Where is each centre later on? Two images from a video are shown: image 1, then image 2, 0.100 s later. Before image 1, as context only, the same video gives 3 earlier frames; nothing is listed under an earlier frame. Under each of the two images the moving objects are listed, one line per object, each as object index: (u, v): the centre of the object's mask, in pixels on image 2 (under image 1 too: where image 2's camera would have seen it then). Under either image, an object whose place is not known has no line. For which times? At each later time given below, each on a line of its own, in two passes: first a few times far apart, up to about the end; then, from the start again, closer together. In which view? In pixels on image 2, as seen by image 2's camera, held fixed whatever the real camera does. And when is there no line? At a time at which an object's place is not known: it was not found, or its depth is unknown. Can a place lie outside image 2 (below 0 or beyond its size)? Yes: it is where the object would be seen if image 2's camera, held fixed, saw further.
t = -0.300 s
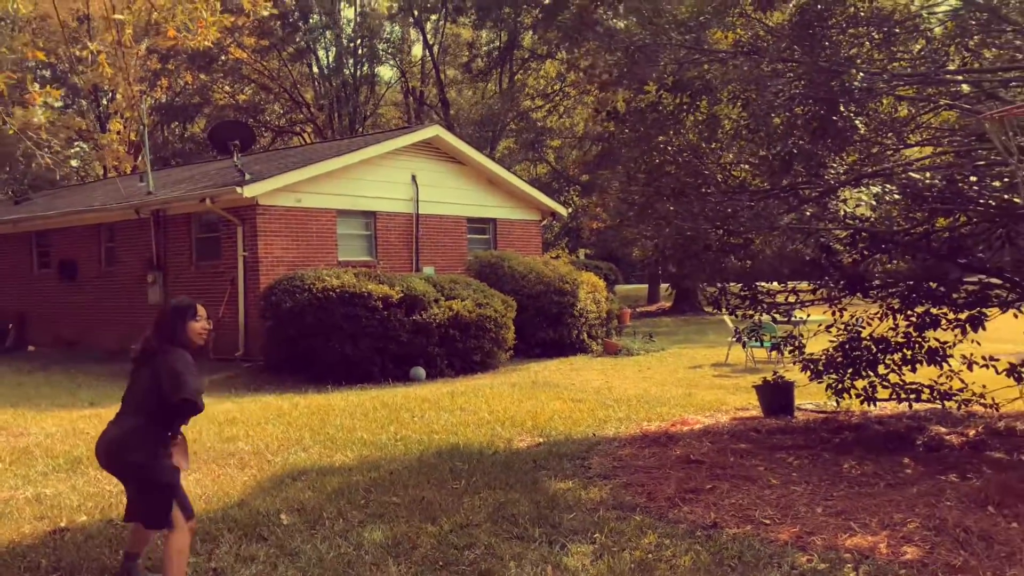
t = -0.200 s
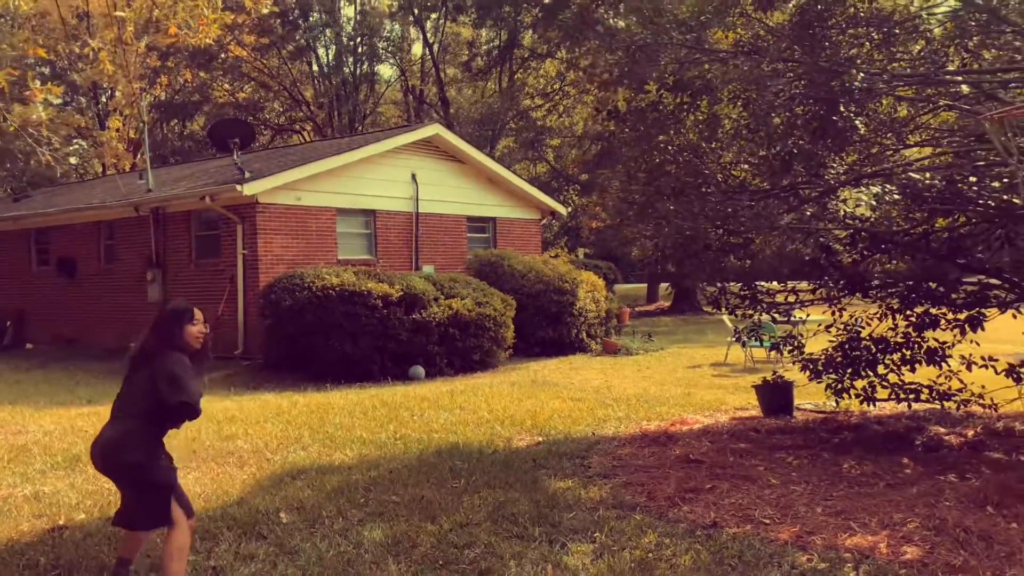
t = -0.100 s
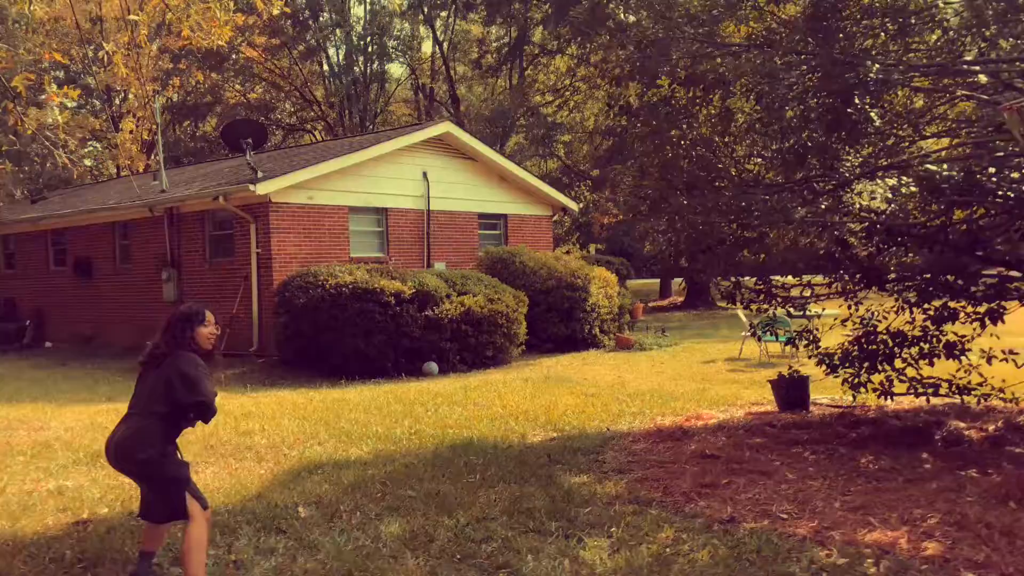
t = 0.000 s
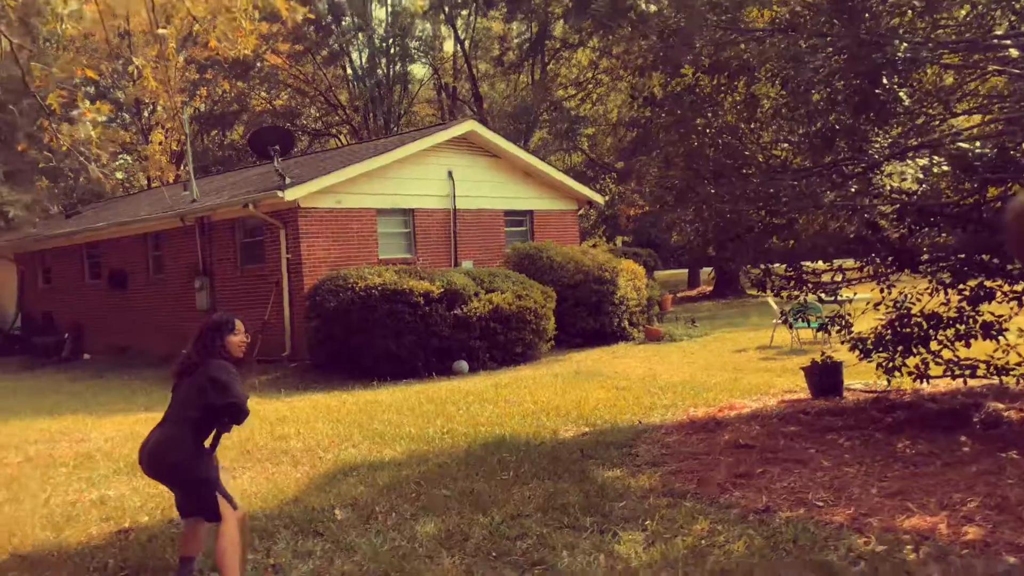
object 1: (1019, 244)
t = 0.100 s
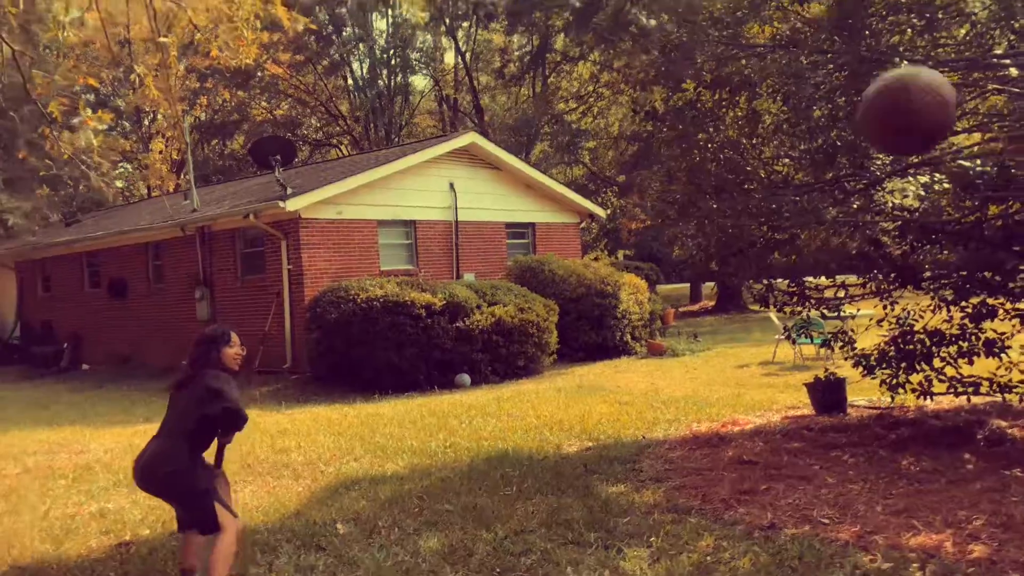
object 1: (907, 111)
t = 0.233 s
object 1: (741, 24)
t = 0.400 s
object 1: (594, 15)
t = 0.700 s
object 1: (421, 158)
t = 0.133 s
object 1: (858, 83)
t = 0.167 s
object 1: (818, 57)
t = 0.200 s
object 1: (778, 38)
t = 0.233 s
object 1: (741, 24)
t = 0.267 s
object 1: (709, 16)
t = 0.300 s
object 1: (678, 10)
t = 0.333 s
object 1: (648, 6)
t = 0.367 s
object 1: (621, 10)
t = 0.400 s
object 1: (594, 15)
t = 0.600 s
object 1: (471, 92)
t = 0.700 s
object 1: (421, 158)
